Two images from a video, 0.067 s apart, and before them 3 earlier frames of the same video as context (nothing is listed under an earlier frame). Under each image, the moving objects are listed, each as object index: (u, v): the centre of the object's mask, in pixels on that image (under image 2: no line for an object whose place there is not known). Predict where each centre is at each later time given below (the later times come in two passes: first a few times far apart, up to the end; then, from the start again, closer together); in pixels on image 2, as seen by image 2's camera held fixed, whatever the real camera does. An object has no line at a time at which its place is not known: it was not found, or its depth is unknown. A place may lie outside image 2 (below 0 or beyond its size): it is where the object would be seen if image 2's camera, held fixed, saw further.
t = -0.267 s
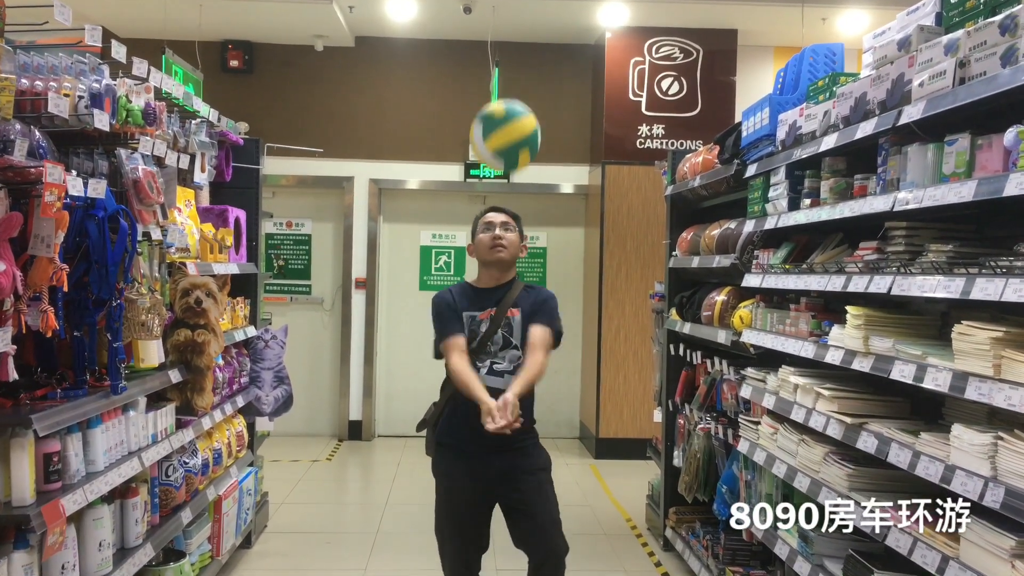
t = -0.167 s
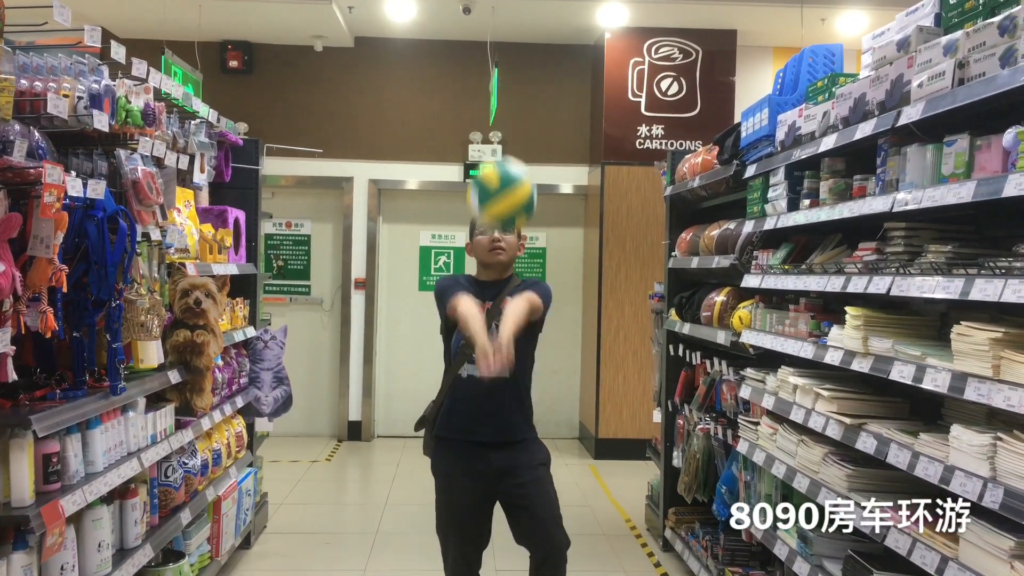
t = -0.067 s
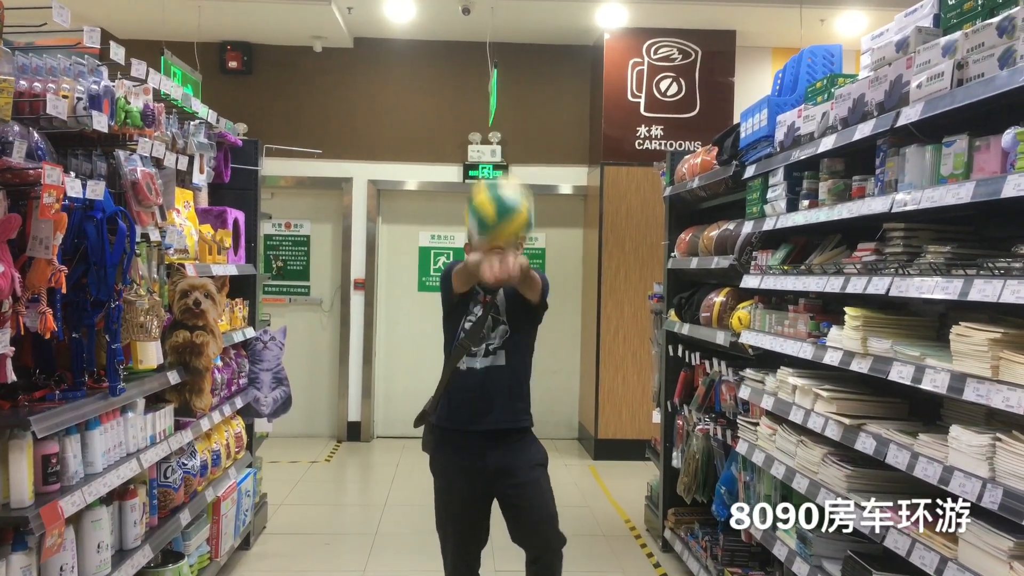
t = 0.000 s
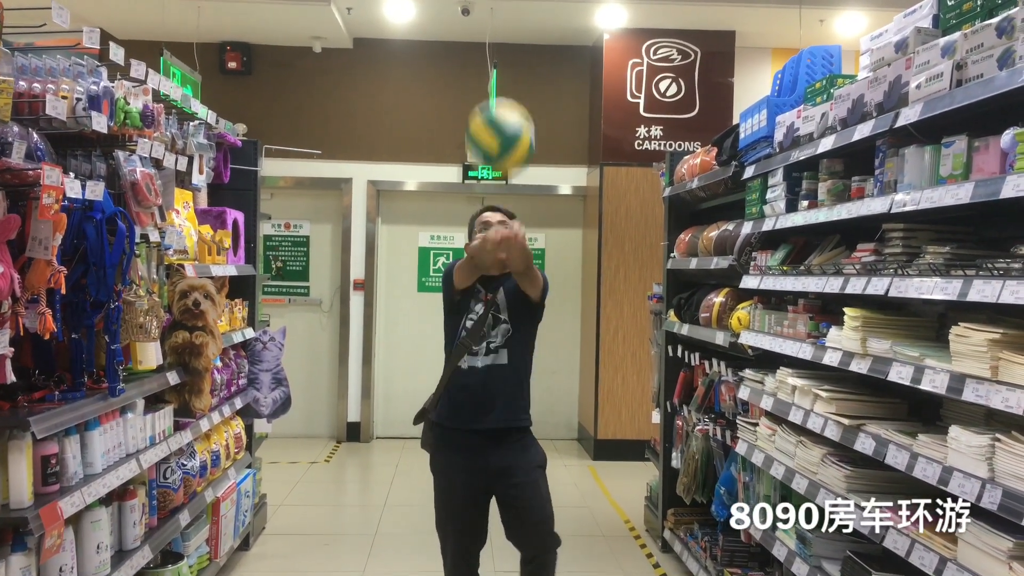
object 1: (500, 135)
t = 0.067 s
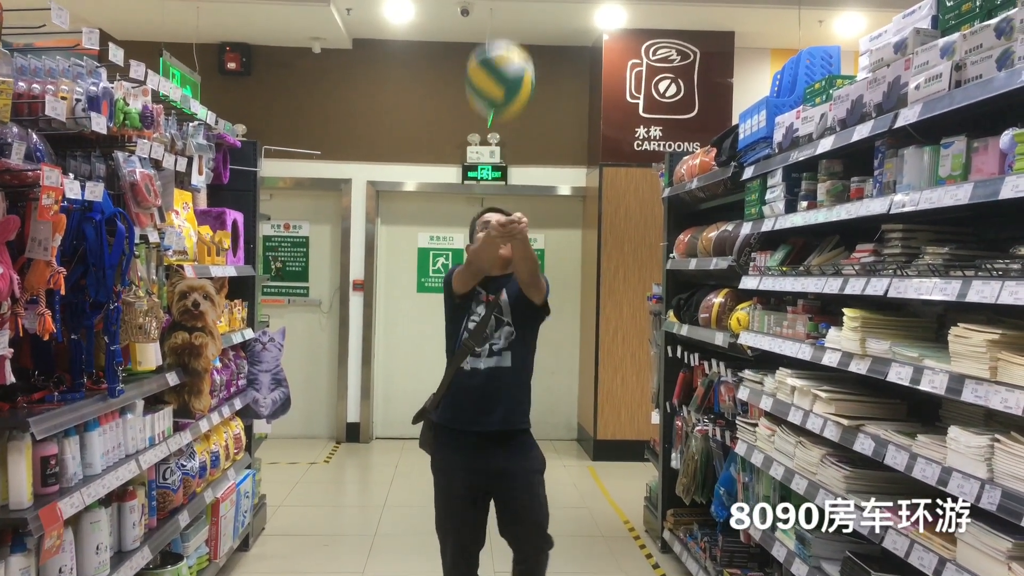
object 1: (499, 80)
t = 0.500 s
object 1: (497, 26)
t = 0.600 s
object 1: (496, 94)
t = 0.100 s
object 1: (500, 53)
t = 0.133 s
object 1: (500, 33)
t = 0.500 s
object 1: (497, 26)
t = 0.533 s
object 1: (497, 43)
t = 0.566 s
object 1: (497, 66)
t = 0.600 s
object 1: (496, 94)
